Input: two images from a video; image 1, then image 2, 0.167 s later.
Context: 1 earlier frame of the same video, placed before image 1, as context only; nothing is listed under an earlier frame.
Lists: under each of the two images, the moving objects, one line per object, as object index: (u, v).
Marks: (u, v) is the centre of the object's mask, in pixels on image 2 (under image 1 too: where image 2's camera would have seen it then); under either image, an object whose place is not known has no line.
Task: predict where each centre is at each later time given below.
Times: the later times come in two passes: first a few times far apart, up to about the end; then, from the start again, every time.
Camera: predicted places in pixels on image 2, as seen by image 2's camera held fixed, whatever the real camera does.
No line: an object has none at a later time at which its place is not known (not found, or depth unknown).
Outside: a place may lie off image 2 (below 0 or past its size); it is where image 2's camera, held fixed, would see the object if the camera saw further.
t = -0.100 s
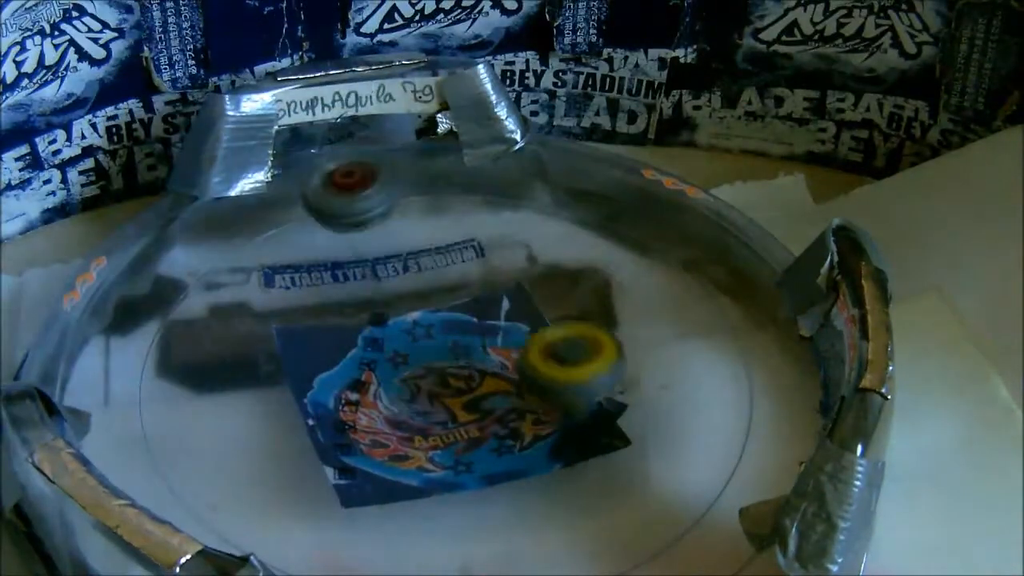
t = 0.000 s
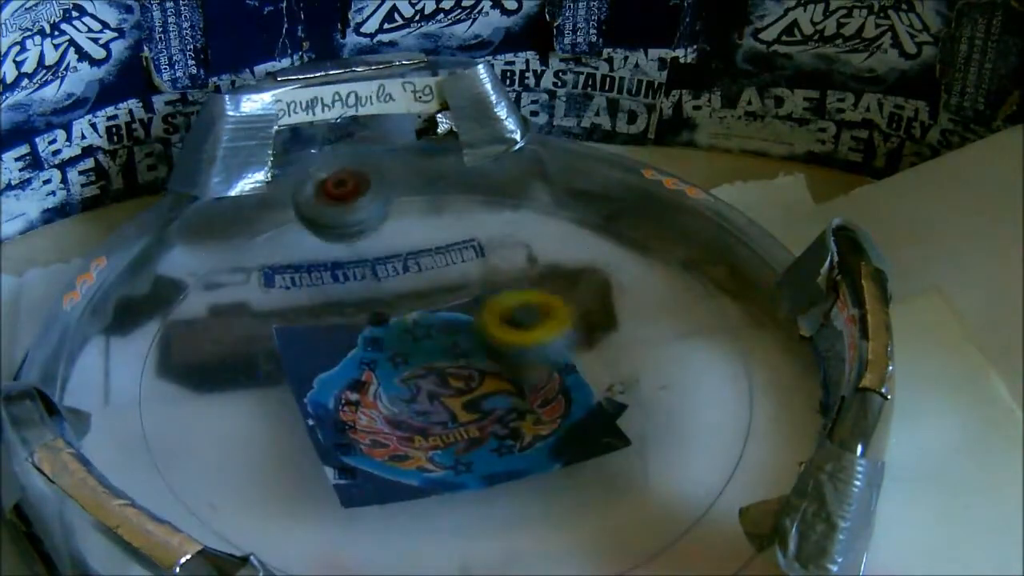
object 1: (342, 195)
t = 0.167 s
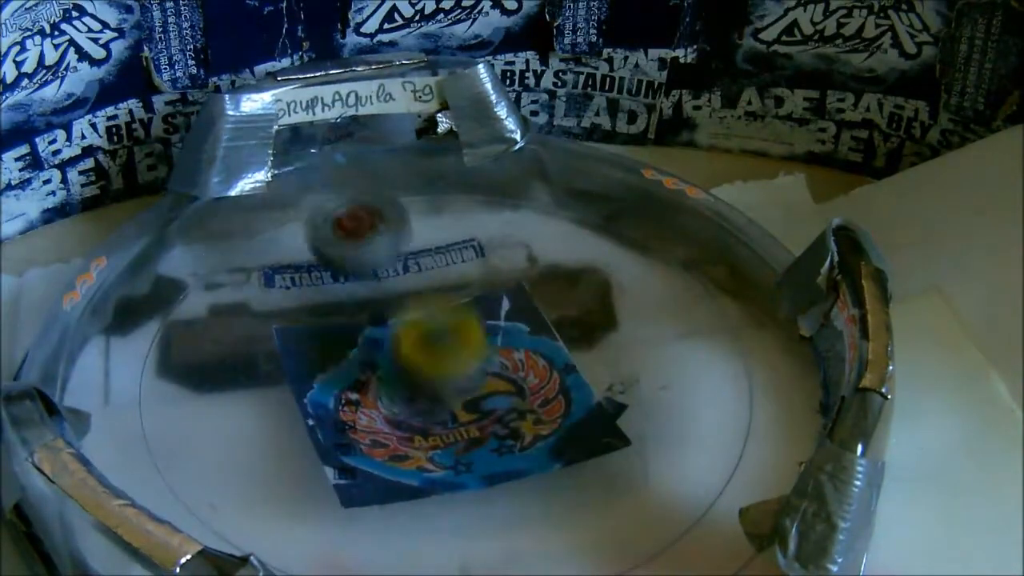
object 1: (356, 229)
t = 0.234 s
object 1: (334, 205)
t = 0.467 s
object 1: (366, 227)
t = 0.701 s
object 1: (455, 346)
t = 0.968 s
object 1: (406, 393)
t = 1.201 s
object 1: (353, 353)
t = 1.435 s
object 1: (433, 359)
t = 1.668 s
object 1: (471, 363)
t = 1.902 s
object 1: (595, 410)
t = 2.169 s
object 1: (604, 428)
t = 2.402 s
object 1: (477, 376)
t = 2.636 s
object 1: (556, 412)
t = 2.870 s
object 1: (623, 423)
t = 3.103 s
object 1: (484, 305)
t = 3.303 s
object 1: (482, 306)
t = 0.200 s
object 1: (343, 210)
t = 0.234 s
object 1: (334, 205)
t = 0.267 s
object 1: (332, 199)
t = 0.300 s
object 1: (332, 198)
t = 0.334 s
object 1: (334, 197)
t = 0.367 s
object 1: (337, 199)
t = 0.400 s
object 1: (344, 205)
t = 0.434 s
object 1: (354, 212)
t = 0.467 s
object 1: (366, 227)
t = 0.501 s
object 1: (380, 241)
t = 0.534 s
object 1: (395, 258)
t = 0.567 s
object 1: (406, 273)
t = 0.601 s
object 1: (420, 290)
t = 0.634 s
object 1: (434, 310)
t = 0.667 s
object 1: (446, 329)
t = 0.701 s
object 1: (455, 346)
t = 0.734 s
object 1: (459, 360)
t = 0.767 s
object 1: (465, 376)
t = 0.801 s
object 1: (462, 385)
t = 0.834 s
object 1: (454, 392)
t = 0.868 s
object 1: (441, 395)
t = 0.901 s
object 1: (429, 395)
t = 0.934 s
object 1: (418, 395)
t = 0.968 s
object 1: (406, 393)
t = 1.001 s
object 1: (393, 390)
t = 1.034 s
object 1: (380, 386)
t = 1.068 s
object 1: (371, 379)
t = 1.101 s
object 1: (364, 370)
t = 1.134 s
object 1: (358, 365)
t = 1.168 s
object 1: (354, 359)
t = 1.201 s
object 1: (353, 353)
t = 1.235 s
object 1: (355, 349)
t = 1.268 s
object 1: (366, 354)
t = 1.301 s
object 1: (380, 357)
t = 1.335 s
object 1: (394, 357)
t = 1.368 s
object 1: (408, 358)
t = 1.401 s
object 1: (422, 359)
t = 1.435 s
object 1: (433, 359)
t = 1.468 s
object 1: (443, 357)
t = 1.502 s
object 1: (450, 358)
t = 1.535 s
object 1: (457, 358)
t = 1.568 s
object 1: (463, 359)
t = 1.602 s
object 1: (467, 360)
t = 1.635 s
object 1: (469, 361)
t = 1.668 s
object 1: (471, 363)
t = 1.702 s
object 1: (472, 366)
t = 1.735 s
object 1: (473, 369)
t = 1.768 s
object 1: (472, 373)
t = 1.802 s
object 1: (500, 385)
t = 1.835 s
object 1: (538, 397)
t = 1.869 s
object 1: (566, 405)
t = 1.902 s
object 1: (595, 410)
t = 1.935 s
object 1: (618, 415)
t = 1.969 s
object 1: (630, 420)
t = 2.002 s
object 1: (639, 423)
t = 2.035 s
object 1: (640, 426)
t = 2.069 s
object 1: (636, 432)
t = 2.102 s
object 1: (628, 433)
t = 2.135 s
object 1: (619, 433)
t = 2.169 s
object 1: (604, 428)
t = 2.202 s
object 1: (588, 427)
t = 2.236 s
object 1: (570, 421)
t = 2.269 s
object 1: (551, 418)
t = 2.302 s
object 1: (531, 408)
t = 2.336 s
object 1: (514, 400)
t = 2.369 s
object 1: (490, 387)
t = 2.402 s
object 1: (477, 376)
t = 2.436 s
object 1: (489, 385)
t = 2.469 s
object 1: (509, 408)
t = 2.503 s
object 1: (529, 419)
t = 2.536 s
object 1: (547, 431)
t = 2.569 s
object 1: (560, 437)
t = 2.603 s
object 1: (570, 436)
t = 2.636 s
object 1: (556, 412)
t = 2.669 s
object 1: (511, 370)
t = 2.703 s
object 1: (553, 389)
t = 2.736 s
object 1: (583, 408)
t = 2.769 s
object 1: (541, 395)
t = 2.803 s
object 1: (622, 401)
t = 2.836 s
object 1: (677, 411)
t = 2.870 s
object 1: (623, 423)
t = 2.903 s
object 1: (531, 414)
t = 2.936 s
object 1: (496, 382)
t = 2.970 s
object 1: (499, 352)
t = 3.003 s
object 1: (473, 333)
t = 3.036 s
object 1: (470, 318)
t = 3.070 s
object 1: (467, 309)
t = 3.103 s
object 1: (484, 305)
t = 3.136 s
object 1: (477, 307)
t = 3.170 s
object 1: (512, 307)
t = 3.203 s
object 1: (493, 324)
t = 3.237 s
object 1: (511, 299)
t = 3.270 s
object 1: (500, 306)
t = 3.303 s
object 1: (482, 306)
